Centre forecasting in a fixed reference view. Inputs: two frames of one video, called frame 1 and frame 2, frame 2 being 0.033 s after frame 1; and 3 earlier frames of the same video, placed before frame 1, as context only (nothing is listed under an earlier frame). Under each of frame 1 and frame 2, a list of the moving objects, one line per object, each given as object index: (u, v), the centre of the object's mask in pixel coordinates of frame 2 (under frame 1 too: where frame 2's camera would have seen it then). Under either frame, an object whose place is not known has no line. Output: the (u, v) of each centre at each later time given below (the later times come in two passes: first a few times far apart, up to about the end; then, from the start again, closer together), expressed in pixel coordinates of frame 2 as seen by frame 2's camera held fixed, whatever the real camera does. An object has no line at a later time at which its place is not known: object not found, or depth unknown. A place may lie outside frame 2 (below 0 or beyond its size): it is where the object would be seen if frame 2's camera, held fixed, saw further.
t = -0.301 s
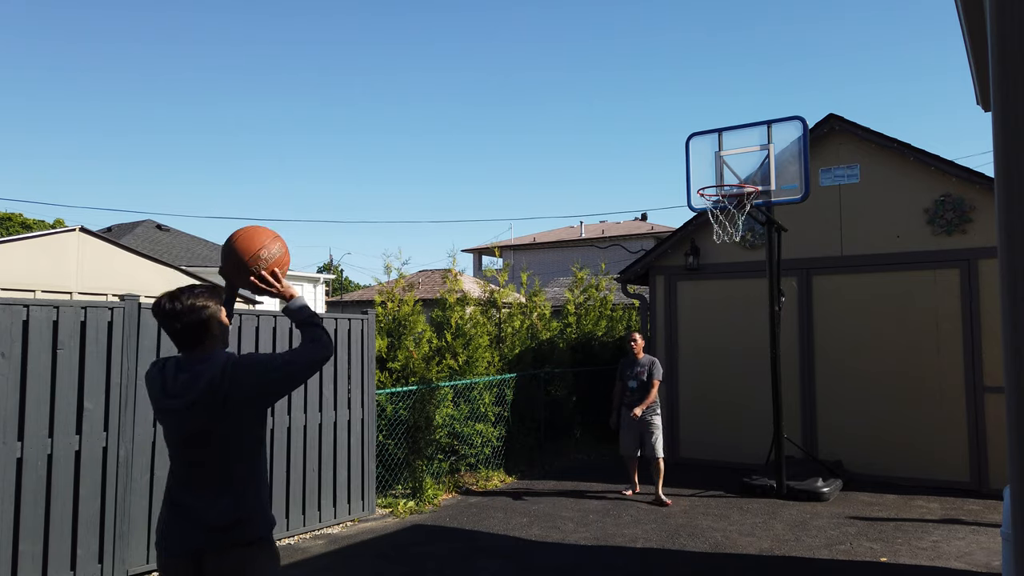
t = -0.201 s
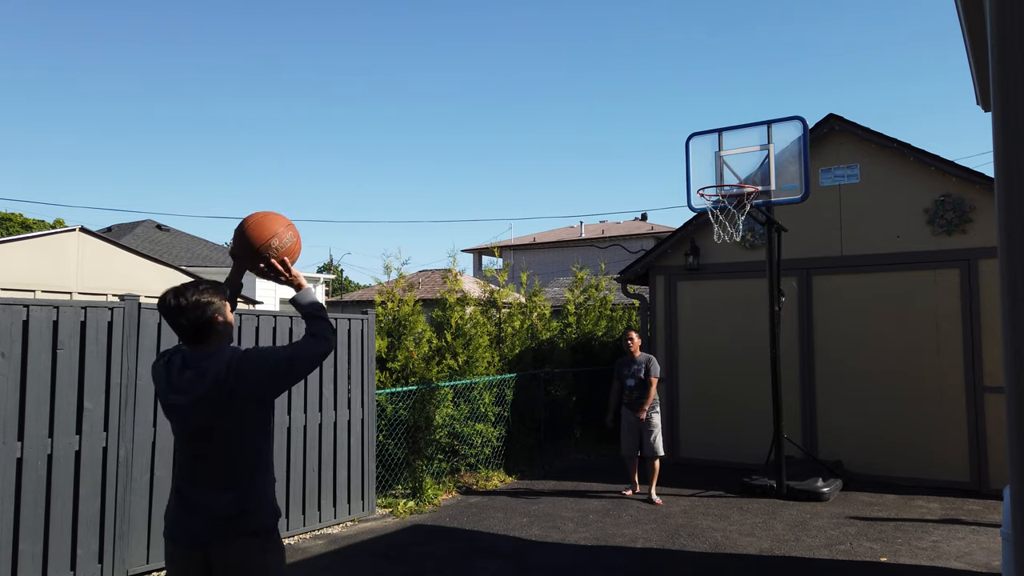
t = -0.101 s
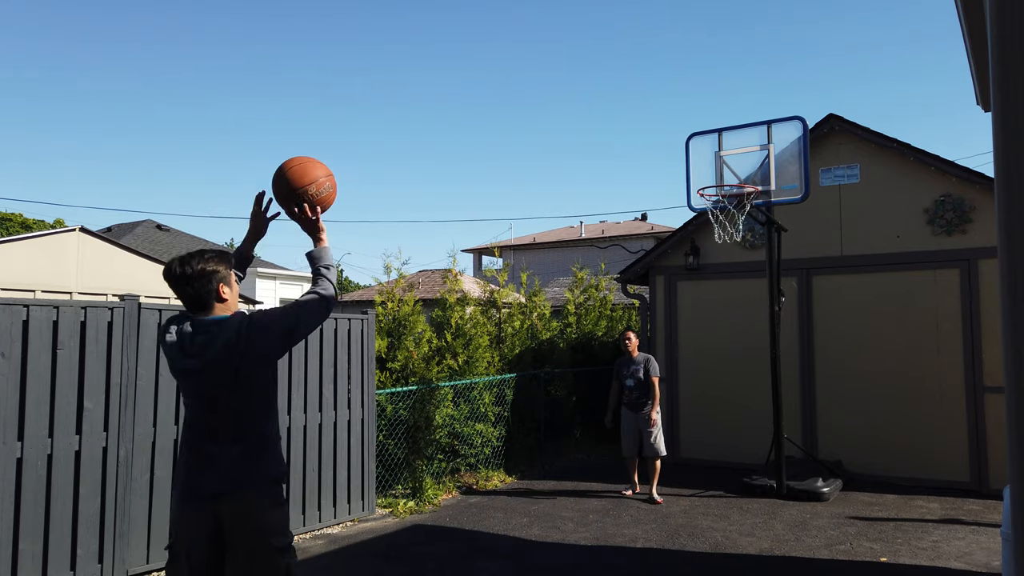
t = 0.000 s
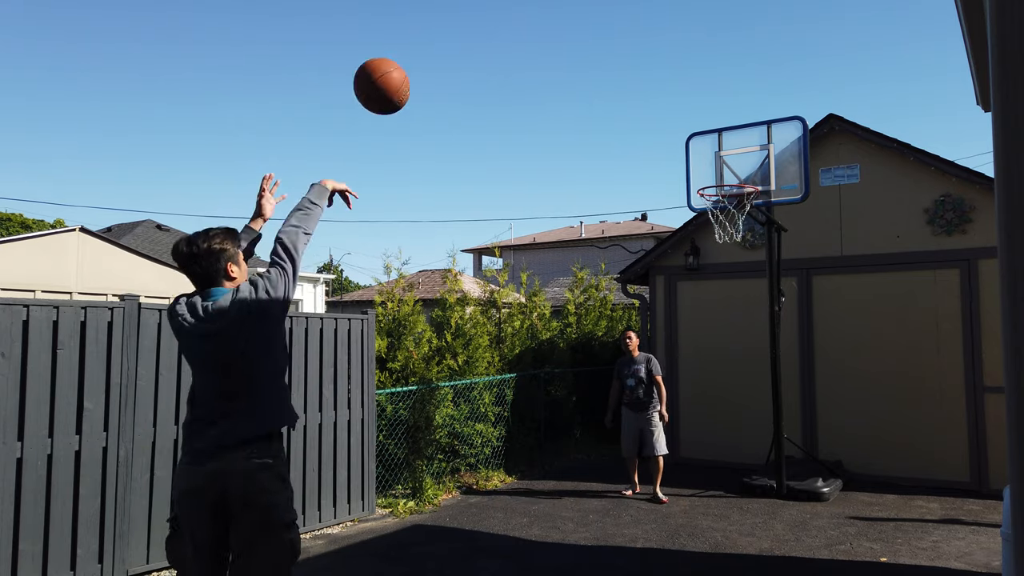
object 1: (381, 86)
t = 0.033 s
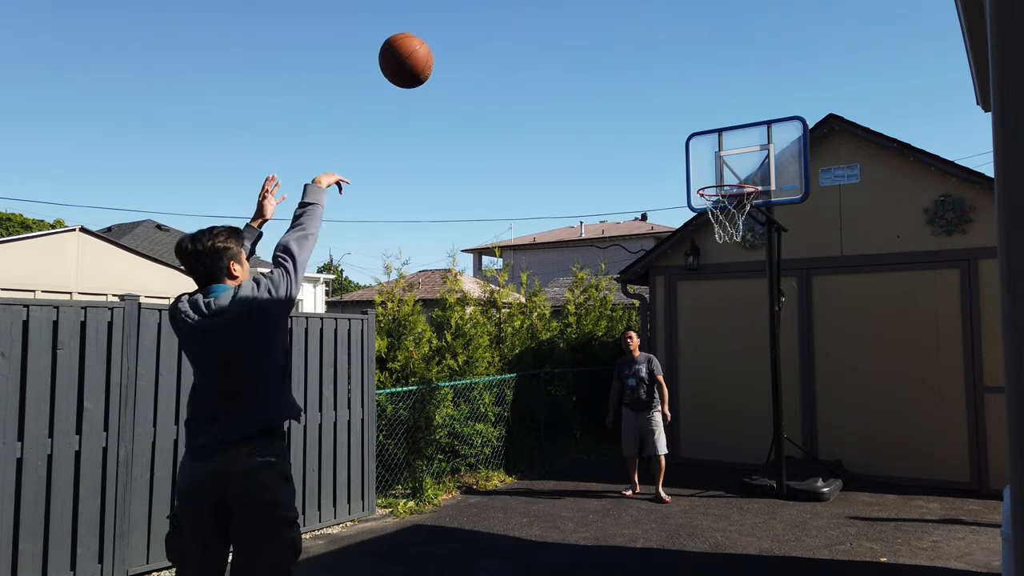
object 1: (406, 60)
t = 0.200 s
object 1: (505, 4)
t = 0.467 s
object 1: (615, 1)
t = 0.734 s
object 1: (690, 72)
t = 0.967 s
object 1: (733, 189)
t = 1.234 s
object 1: (721, 160)
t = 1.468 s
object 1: (706, 169)
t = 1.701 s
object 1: (691, 265)
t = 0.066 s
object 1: (428, 39)
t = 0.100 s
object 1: (449, 22)
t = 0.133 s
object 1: (469, 13)
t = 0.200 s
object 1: (505, 4)
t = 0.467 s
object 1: (615, 1)
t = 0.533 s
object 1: (636, 8)
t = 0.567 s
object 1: (646, 12)
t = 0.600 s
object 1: (656, 19)
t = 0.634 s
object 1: (665, 31)
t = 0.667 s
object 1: (674, 43)
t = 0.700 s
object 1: (682, 57)
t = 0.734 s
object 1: (690, 72)
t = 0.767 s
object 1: (698, 87)
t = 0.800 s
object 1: (705, 104)
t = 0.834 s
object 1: (712, 121)
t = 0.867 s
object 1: (719, 139)
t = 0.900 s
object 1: (726, 158)
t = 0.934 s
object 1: (732, 177)
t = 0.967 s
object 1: (733, 189)
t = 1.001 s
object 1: (721, 188)
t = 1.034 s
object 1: (726, 188)
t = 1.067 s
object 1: (731, 188)
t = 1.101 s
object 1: (728, 182)
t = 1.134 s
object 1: (726, 175)
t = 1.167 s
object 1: (724, 169)
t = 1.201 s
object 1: (723, 164)
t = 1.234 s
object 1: (721, 160)
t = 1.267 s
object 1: (719, 157)
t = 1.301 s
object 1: (717, 156)
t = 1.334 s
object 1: (715, 155)
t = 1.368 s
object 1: (713, 156)
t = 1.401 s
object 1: (710, 159)
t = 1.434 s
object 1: (708, 163)
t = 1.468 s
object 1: (706, 169)
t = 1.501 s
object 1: (704, 177)
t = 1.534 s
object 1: (702, 186)
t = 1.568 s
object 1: (699, 198)
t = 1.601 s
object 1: (697, 211)
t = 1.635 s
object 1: (695, 227)
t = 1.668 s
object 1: (693, 244)
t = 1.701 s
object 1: (691, 265)
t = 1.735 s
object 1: (688, 288)
